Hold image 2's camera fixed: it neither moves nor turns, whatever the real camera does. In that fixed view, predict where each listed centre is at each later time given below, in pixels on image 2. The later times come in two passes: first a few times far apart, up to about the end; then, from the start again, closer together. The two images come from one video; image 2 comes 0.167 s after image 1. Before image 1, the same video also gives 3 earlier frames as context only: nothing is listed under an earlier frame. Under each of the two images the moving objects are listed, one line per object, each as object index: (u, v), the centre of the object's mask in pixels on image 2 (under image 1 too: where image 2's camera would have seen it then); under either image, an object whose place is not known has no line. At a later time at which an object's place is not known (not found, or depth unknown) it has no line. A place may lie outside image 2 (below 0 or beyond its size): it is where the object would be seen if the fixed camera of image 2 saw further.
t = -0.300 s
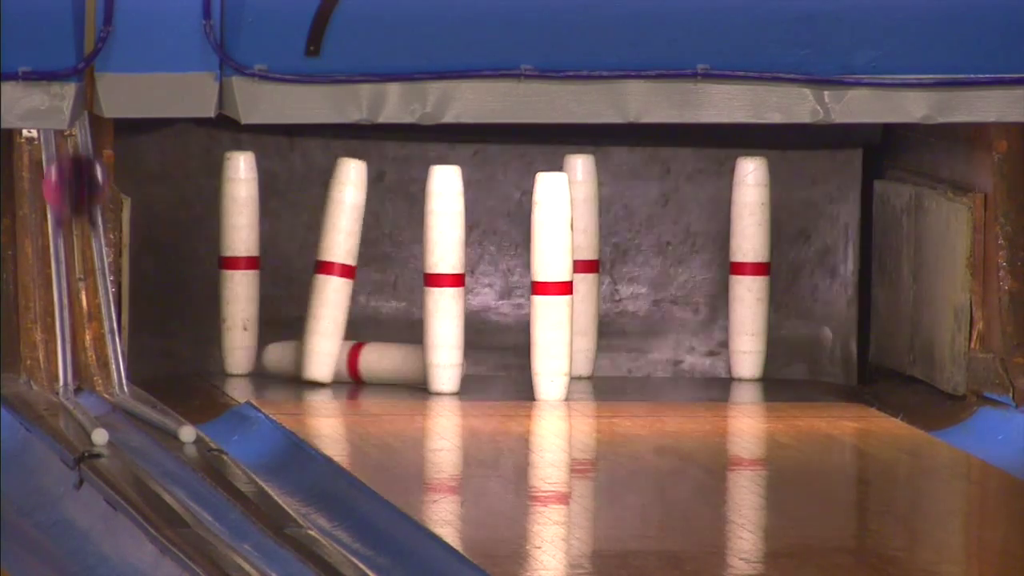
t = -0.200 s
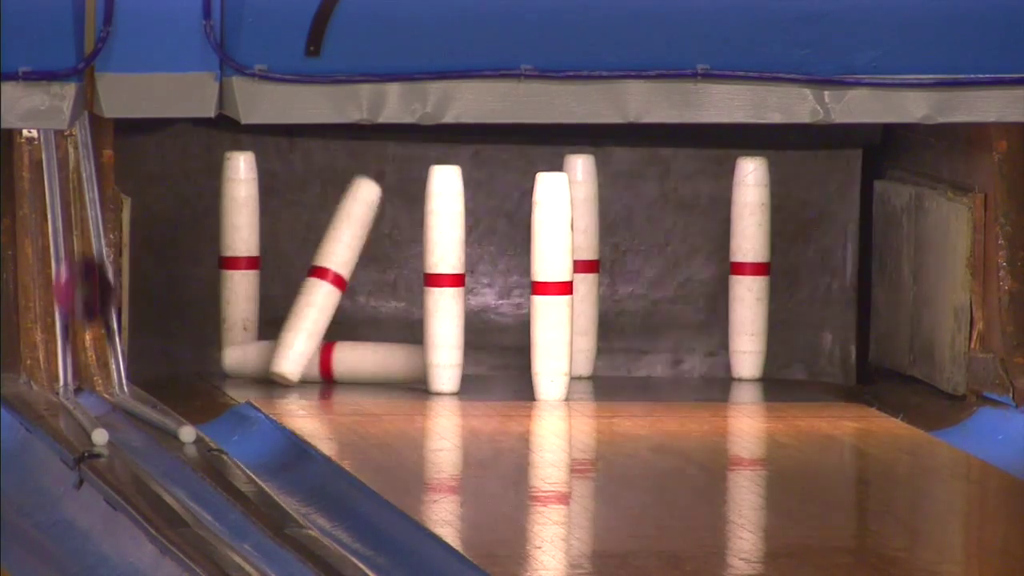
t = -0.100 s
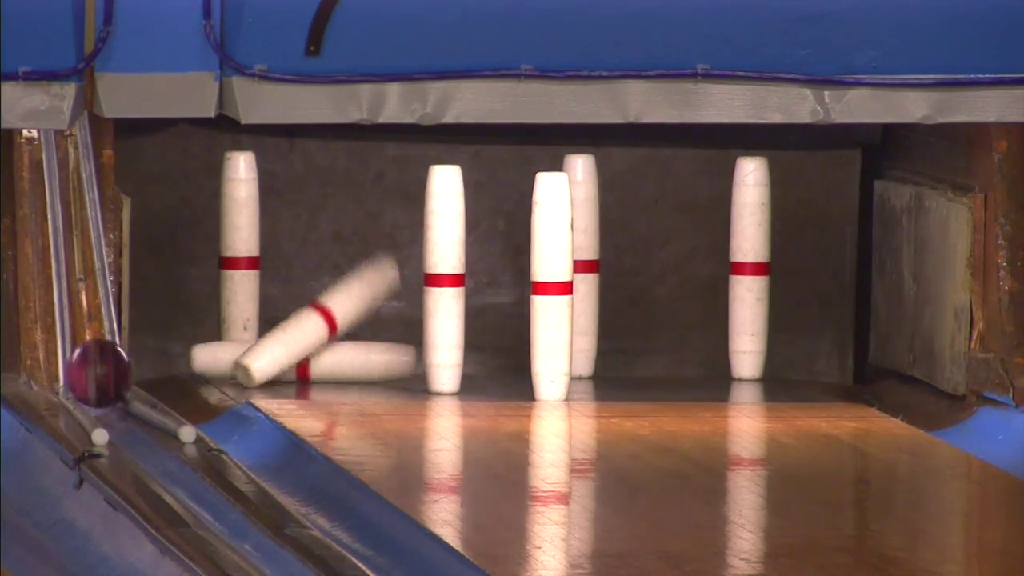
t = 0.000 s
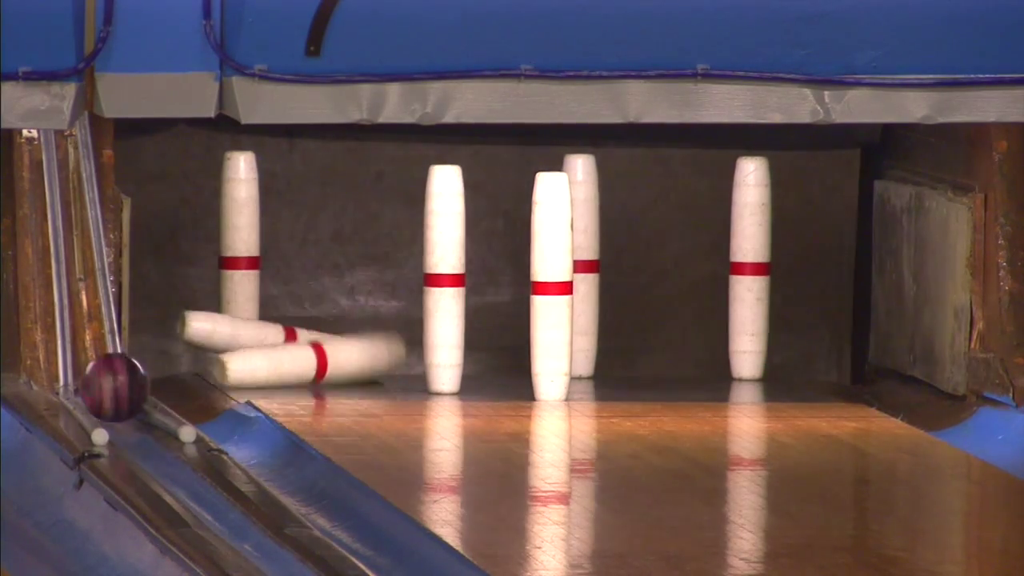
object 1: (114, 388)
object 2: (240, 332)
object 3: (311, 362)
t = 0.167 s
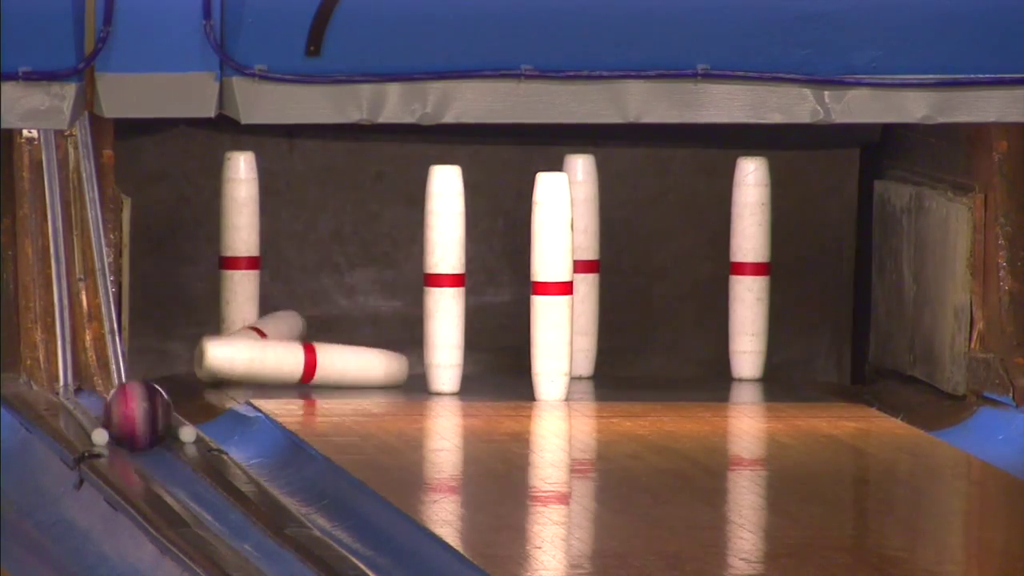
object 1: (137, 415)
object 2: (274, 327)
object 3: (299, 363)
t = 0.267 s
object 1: (152, 426)
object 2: (234, 343)
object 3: (298, 357)
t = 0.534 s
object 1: (196, 464)
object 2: (257, 341)
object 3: (296, 365)
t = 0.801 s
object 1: (243, 504)
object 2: (277, 345)
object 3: (296, 371)
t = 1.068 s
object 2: (298, 347)
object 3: (302, 375)
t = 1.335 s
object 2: (312, 349)
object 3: (308, 377)
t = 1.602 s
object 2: (320, 351)
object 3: (314, 379)
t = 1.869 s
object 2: (325, 351)
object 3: (319, 380)
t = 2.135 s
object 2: (329, 352)
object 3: (323, 380)
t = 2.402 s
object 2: (332, 352)
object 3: (325, 380)
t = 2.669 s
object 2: (333, 352)
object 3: (324, 379)
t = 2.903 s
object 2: (332, 352)
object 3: (322, 379)
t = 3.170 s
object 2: (332, 352)
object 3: (323, 379)
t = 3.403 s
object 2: (331, 351)
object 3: (323, 379)
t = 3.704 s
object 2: (328, 351)
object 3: (323, 379)
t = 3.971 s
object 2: (324, 350)
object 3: (323, 378)
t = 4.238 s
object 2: (317, 349)
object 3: (323, 377)
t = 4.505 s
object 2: (312, 348)
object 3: (322, 376)
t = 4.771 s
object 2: (299, 348)
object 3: (321, 375)
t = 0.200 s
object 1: (143, 419)
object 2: (263, 333)
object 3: (302, 364)
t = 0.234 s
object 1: (147, 423)
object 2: (259, 336)
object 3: (300, 359)
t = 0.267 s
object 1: (152, 426)
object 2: (234, 343)
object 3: (298, 357)
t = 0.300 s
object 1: (156, 431)
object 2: (232, 339)
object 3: (298, 359)
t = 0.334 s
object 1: (161, 435)
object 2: (238, 338)
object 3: (298, 365)
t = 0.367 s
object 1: (167, 440)
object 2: (245, 337)
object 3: (296, 366)
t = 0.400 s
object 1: (174, 443)
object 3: (296, 362)
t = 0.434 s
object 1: (178, 449)
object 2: (281, 333)
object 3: (297, 362)
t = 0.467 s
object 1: (184, 454)
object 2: (275, 338)
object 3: (295, 366)
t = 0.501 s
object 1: (190, 459)
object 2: (262, 340)
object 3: (297, 369)
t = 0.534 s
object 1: (196, 464)
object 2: (257, 341)
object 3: (296, 365)
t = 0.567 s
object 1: (202, 468)
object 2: (259, 343)
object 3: (296, 365)
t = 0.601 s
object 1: (206, 473)
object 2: (279, 342)
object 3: (296, 368)
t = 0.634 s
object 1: (213, 478)
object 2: (294, 343)
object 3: (295, 370)
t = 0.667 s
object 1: (218, 483)
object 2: (296, 342)
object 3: (295, 368)
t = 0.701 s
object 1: (224, 488)
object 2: (299, 343)
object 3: (295, 369)
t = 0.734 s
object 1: (231, 493)
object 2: (291, 345)
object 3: (297, 372)
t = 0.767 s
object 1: (235, 499)
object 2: (277, 345)
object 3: (297, 370)
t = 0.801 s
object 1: (243, 504)
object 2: (277, 345)
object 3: (296, 371)
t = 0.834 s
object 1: (248, 503)
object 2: (297, 345)
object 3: (297, 373)
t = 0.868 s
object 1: (254, 510)
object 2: (305, 345)
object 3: (298, 371)
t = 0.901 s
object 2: (298, 346)
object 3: (299, 373)
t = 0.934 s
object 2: (293, 346)
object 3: (300, 373)
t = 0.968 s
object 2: (292, 346)
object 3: (300, 373)
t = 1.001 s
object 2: (303, 347)
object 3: (300, 374)
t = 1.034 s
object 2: (305, 347)
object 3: (301, 374)
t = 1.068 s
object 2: (298, 347)
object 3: (302, 375)
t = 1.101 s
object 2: (302, 347)
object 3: (302, 376)
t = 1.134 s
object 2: (308, 348)
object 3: (303, 375)
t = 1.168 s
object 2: (306, 348)
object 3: (304, 376)
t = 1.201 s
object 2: (304, 348)
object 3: (306, 376)
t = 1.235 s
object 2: (310, 348)
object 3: (305, 377)
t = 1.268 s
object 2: (311, 349)
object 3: (306, 377)
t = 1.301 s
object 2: (308, 349)
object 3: (307, 377)
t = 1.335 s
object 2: (312, 349)
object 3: (308, 377)
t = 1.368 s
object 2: (313, 349)
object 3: (309, 378)
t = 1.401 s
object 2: (313, 349)
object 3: (310, 378)
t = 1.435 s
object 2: (315, 350)
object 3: (311, 378)
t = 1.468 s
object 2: (316, 350)
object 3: (311, 378)
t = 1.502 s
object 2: (317, 350)
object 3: (312, 378)
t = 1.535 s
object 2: (317, 350)
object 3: (313, 379)
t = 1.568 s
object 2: (318, 350)
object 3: (313, 379)
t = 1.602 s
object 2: (320, 351)
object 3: (314, 379)
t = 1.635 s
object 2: (321, 351)
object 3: (315, 379)
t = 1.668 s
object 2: (319, 351)
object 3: (316, 379)
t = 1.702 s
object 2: (321, 351)
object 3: (317, 379)
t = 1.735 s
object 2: (322, 351)
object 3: (318, 379)
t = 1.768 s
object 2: (324, 351)
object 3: (318, 379)
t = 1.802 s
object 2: (324, 351)
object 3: (319, 380)
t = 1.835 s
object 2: (324, 351)
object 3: (319, 380)
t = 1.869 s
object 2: (325, 351)
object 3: (319, 380)
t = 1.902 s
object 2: (325, 351)
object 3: (320, 380)
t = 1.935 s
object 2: (325, 352)
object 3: (321, 380)
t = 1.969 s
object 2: (328, 352)
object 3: (321, 380)
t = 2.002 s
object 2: (328, 352)
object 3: (322, 380)
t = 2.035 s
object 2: (327, 352)
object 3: (324, 380)
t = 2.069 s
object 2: (329, 352)
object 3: (323, 380)
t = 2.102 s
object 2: (329, 352)
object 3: (323, 380)
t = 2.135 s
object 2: (329, 352)
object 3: (323, 380)
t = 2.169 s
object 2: (330, 352)
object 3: (323, 380)
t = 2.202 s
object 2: (331, 352)
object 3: (323, 380)
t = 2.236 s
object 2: (332, 352)
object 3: (323, 380)
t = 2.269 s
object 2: (331, 352)
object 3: (324, 381)
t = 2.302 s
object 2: (330, 352)
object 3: (325, 380)
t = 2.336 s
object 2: (331, 352)
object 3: (325, 380)
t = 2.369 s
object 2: (332, 352)
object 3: (325, 380)
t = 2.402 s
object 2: (332, 352)
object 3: (325, 380)
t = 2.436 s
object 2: (332, 352)
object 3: (325, 380)
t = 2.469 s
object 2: (332, 352)
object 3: (325, 380)
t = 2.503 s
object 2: (333, 352)
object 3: (325, 380)
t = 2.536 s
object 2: (333, 352)
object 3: (324, 380)
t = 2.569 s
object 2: (333, 352)
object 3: (324, 379)
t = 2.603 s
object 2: (333, 352)
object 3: (324, 379)
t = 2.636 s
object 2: (333, 352)
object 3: (324, 379)
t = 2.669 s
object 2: (333, 352)
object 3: (324, 379)
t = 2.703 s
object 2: (333, 352)
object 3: (323, 379)
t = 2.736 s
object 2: (333, 352)
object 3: (323, 379)
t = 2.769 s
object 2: (333, 352)
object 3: (323, 380)
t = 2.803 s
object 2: (333, 352)
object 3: (323, 379)
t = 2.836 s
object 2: (332, 352)
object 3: (323, 380)
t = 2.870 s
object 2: (332, 352)
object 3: (323, 379)
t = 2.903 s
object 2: (332, 352)
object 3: (322, 379)
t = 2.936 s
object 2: (332, 352)
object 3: (322, 379)
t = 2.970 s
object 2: (332, 352)
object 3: (322, 379)
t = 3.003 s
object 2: (332, 352)
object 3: (322, 379)
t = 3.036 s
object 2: (332, 352)
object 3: (323, 379)
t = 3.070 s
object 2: (333, 352)
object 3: (323, 379)
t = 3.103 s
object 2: (333, 352)
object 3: (323, 379)
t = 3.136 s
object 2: (332, 352)
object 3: (323, 379)
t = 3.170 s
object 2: (332, 352)
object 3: (323, 379)
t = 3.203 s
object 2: (332, 351)
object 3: (323, 379)
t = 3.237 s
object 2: (332, 351)
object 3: (323, 379)
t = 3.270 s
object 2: (332, 351)
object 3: (323, 379)
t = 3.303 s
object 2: (332, 351)
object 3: (323, 379)
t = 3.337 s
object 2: (331, 351)
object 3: (323, 379)
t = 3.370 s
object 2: (331, 351)
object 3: (323, 379)
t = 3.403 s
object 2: (331, 351)
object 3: (323, 379)
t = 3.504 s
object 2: (330, 351)
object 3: (323, 379)
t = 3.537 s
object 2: (330, 351)
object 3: (323, 379)
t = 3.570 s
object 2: (330, 351)
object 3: (323, 379)
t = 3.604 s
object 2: (329, 351)
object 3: (323, 379)
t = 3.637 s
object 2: (328, 351)
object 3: (323, 379)
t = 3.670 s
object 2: (328, 351)
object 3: (323, 379)
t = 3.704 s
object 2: (328, 351)
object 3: (323, 379)
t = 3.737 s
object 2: (327, 350)
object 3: (323, 379)
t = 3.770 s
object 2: (326, 350)
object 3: (323, 379)
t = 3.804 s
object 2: (326, 350)
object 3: (323, 379)
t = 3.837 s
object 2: (325, 350)
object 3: (323, 379)
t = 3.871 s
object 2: (325, 350)
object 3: (323, 378)
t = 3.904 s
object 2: (325, 350)
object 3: (323, 378)
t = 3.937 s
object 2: (323, 350)
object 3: (323, 378)
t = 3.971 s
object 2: (324, 350)
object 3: (323, 378)
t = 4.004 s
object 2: (323, 350)
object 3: (323, 378)
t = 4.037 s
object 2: (323, 350)
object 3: (323, 378)
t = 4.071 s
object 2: (322, 350)
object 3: (322, 378)
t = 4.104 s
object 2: (321, 349)
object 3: (323, 378)
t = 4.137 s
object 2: (321, 349)
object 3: (323, 378)
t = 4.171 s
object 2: (319, 349)
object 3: (323, 377)
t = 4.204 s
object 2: (319, 349)
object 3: (323, 377)
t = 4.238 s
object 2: (317, 349)
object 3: (323, 377)
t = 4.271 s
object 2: (318, 349)
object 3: (323, 377)
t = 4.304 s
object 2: (315, 349)
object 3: (322, 377)
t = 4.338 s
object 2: (315, 349)
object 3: (322, 377)
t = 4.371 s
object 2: (315, 349)
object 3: (322, 377)
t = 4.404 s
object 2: (314, 349)
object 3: (322, 377)
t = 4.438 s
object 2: (313, 349)
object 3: (322, 377)
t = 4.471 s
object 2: (311, 348)
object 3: (322, 376)
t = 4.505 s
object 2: (312, 348)
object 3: (322, 376)
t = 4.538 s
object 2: (310, 348)
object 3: (322, 376)
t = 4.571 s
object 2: (309, 348)
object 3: (322, 376)
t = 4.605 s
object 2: (310, 348)
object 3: (322, 376)
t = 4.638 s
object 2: (308, 348)
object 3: (322, 376)
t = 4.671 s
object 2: (308, 348)
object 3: (321, 376)
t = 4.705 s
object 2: (306, 348)
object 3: (321, 376)
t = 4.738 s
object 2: (301, 348)
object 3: (321, 375)
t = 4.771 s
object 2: (299, 348)
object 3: (321, 375)
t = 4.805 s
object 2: (297, 348)
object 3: (321, 375)
